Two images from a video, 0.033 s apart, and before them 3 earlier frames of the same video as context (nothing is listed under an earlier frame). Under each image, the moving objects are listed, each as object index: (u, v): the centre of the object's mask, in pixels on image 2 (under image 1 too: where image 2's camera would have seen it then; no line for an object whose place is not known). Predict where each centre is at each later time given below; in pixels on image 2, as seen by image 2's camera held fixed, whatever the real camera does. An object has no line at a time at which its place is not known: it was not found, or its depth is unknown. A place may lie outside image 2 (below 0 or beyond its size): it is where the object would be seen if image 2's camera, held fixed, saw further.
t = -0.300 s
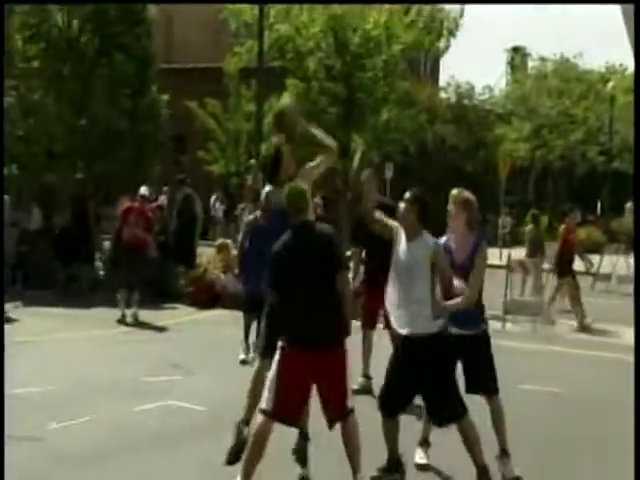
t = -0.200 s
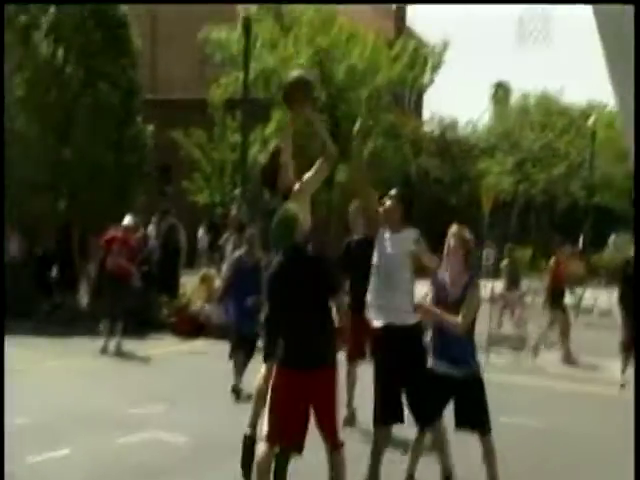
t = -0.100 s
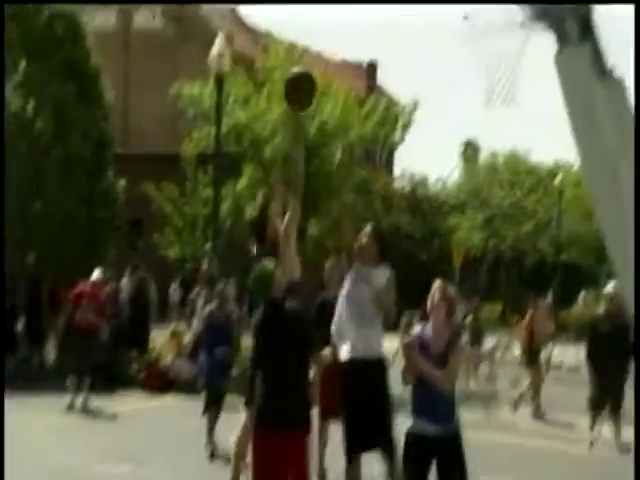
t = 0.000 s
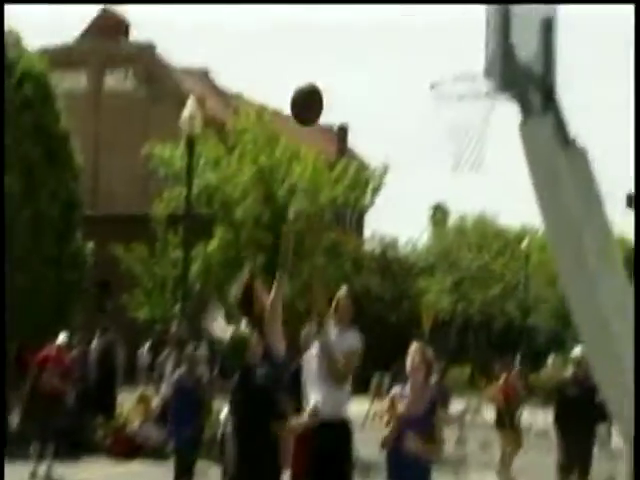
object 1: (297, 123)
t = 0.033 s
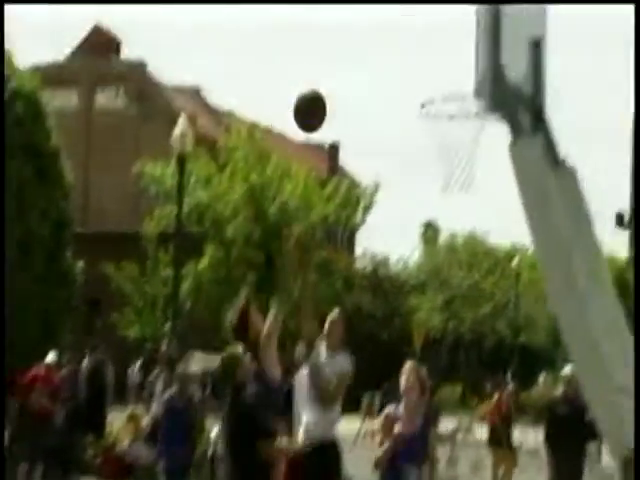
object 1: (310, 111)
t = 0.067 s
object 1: (322, 101)
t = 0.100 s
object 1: (334, 92)
